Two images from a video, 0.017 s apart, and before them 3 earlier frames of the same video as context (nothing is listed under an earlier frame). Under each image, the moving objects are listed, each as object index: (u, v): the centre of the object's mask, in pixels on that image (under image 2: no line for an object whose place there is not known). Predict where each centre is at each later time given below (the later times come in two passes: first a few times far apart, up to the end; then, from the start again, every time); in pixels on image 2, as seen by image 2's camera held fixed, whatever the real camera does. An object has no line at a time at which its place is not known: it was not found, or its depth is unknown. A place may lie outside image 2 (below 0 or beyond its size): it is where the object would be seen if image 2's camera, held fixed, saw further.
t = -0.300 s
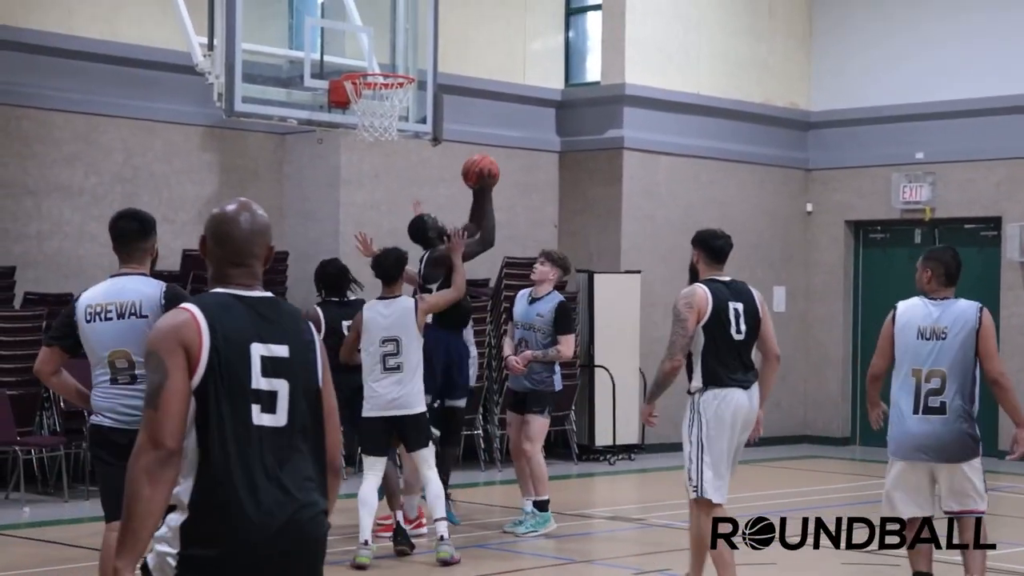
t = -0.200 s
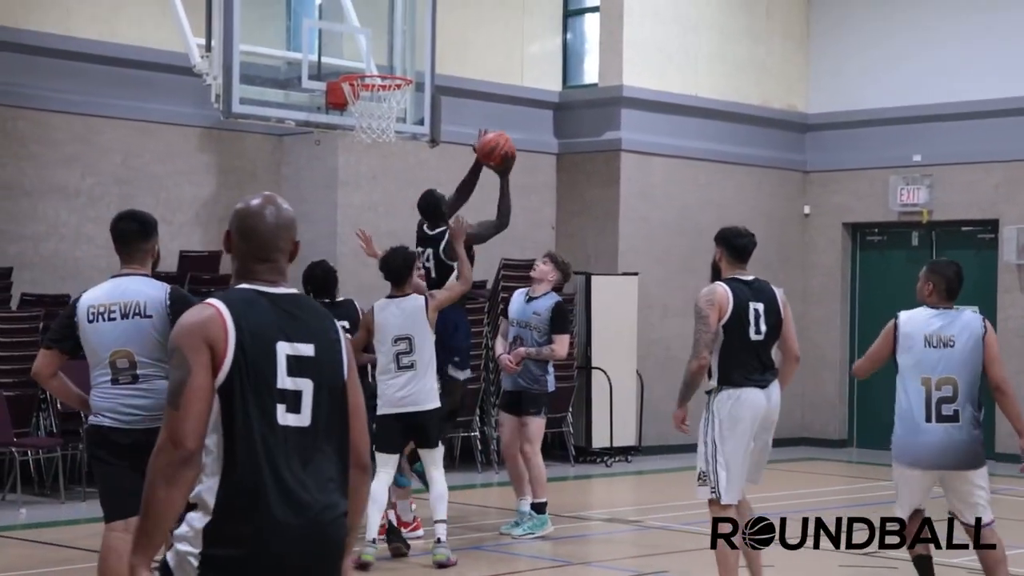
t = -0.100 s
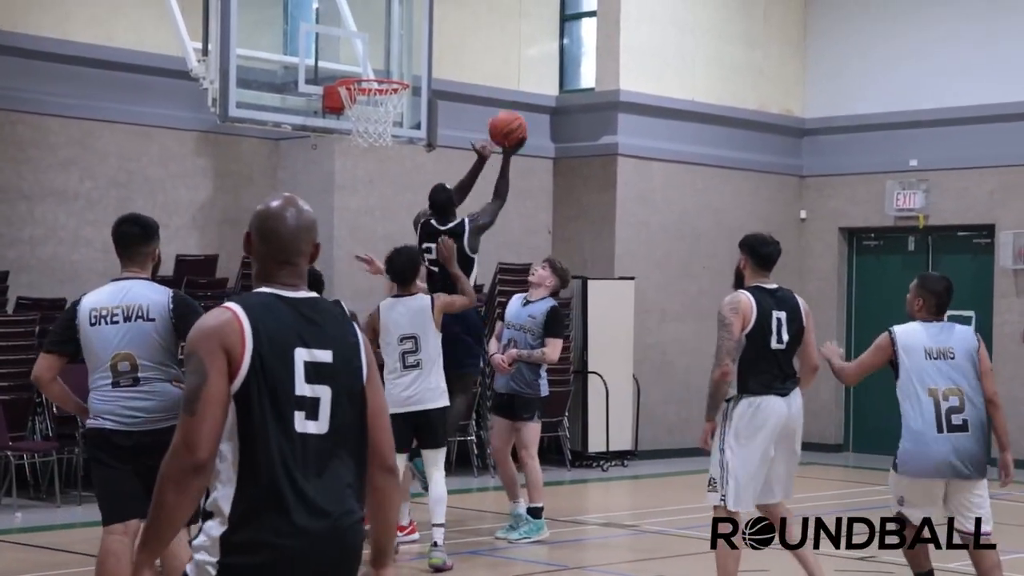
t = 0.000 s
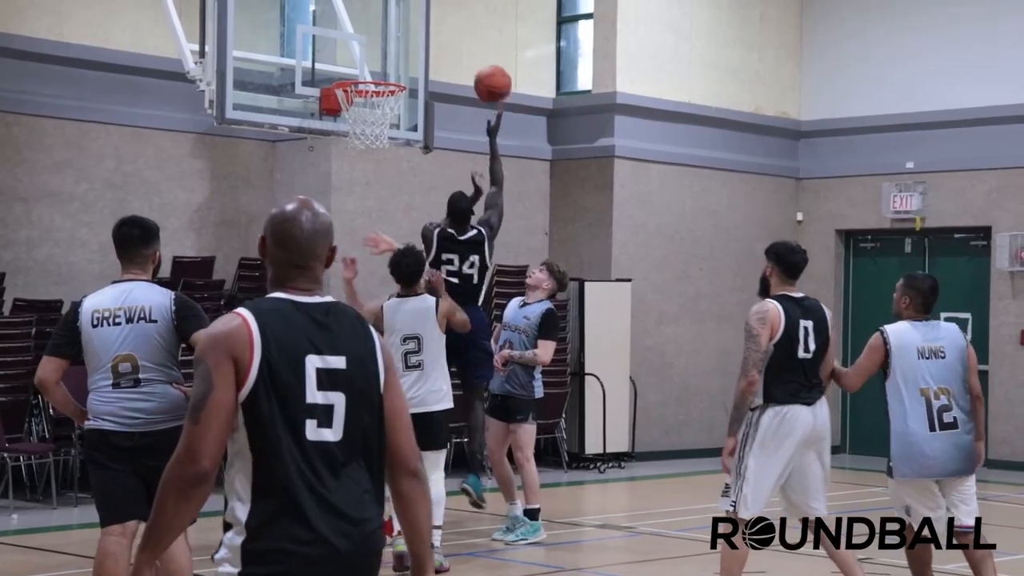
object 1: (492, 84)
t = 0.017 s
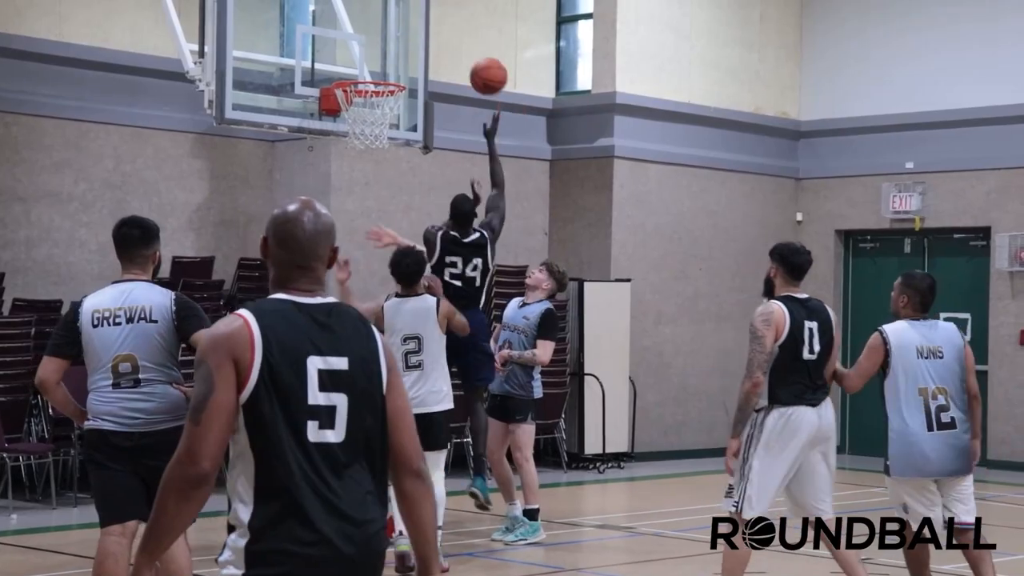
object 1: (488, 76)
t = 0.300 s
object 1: (425, 14)
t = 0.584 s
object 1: (361, 66)
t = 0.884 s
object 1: (398, 109)
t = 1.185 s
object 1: (355, 165)
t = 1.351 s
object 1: (327, 246)
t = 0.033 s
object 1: (485, 69)
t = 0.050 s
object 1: (481, 62)
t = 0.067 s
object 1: (477, 56)
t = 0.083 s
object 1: (473, 50)
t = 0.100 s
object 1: (469, 44)
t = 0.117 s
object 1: (466, 39)
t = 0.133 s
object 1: (462, 35)
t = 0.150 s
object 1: (458, 31)
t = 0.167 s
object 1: (454, 27)
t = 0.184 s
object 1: (450, 23)
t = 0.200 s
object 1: (447, 20)
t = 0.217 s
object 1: (443, 18)
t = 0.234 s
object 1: (440, 16)
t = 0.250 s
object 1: (436, 15)
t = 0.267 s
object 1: (432, 14)
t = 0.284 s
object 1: (428, 14)
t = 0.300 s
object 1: (425, 14)
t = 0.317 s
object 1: (421, 14)
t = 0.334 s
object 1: (417, 14)
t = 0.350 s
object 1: (413, 15)
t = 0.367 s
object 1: (410, 16)
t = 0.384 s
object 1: (406, 17)
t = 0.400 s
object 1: (402, 19)
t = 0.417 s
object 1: (398, 21)
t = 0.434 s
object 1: (395, 23)
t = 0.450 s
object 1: (391, 26)
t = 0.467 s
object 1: (387, 30)
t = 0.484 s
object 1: (383, 34)
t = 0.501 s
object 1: (380, 39)
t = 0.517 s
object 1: (376, 44)
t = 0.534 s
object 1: (372, 49)
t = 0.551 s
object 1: (369, 55)
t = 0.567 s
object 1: (365, 61)
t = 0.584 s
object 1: (361, 66)
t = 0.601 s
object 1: (358, 70)
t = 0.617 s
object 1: (354, 73)
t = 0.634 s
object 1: (357, 75)
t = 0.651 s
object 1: (364, 91)
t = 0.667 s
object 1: (367, 97)
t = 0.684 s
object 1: (373, 100)
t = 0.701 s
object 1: (378, 105)
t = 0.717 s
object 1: (384, 109)
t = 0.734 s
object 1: (388, 113)
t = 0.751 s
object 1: (392, 115)
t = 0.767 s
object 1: (395, 113)
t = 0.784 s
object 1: (397, 112)
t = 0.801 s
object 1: (398, 110)
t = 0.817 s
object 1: (399, 109)
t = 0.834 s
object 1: (399, 107)
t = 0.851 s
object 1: (399, 107)
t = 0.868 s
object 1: (399, 108)
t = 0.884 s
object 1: (398, 109)
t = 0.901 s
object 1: (398, 110)
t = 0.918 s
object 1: (396, 113)
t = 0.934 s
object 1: (395, 115)
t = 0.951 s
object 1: (393, 117)
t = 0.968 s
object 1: (390, 119)
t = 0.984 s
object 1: (387, 121)
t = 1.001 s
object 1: (385, 123)
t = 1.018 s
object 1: (383, 124)
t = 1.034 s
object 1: (381, 127)
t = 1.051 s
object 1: (378, 131)
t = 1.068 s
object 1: (375, 134)
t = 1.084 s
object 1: (373, 137)
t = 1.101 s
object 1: (369, 142)
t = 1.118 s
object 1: (366, 151)
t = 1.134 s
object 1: (364, 154)
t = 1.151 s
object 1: (361, 156)
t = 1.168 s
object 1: (358, 160)
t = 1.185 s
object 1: (355, 165)
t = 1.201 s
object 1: (352, 172)
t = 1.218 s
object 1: (350, 178)
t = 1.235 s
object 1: (347, 185)
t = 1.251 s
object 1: (344, 193)
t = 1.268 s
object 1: (341, 200)
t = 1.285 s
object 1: (338, 208)
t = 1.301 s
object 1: (335, 217)
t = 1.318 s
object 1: (333, 226)
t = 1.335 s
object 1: (330, 236)
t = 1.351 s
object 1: (327, 246)
